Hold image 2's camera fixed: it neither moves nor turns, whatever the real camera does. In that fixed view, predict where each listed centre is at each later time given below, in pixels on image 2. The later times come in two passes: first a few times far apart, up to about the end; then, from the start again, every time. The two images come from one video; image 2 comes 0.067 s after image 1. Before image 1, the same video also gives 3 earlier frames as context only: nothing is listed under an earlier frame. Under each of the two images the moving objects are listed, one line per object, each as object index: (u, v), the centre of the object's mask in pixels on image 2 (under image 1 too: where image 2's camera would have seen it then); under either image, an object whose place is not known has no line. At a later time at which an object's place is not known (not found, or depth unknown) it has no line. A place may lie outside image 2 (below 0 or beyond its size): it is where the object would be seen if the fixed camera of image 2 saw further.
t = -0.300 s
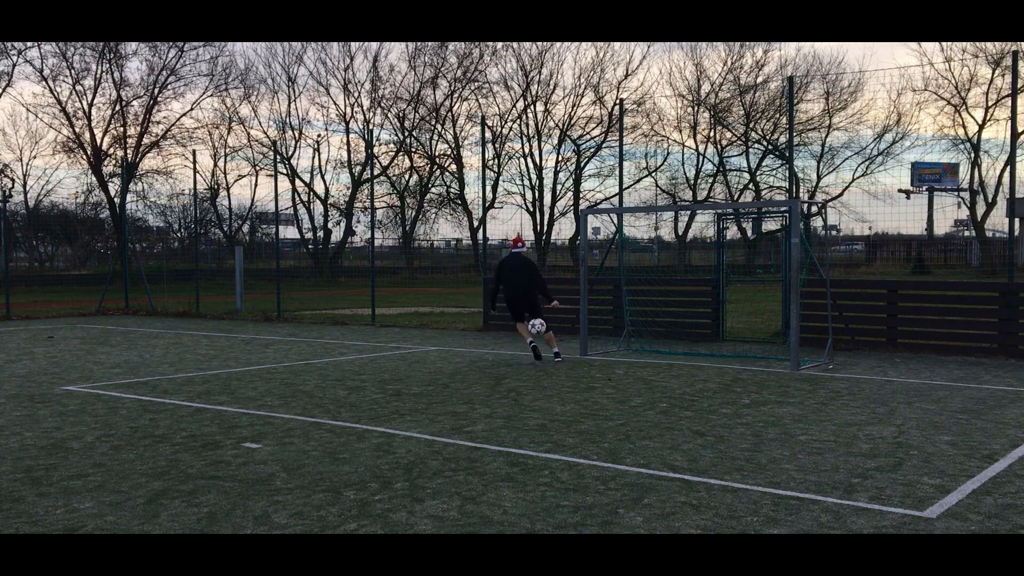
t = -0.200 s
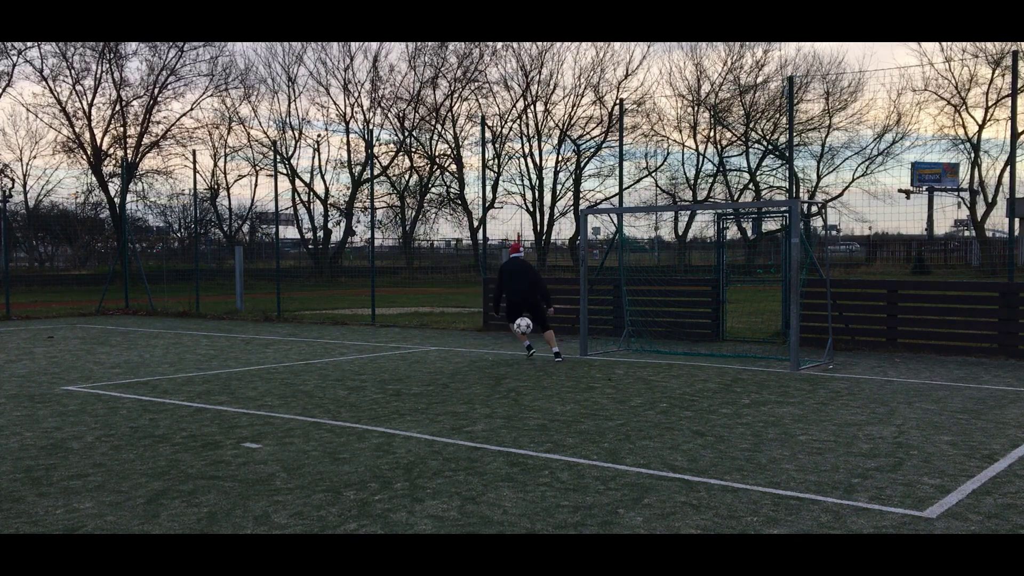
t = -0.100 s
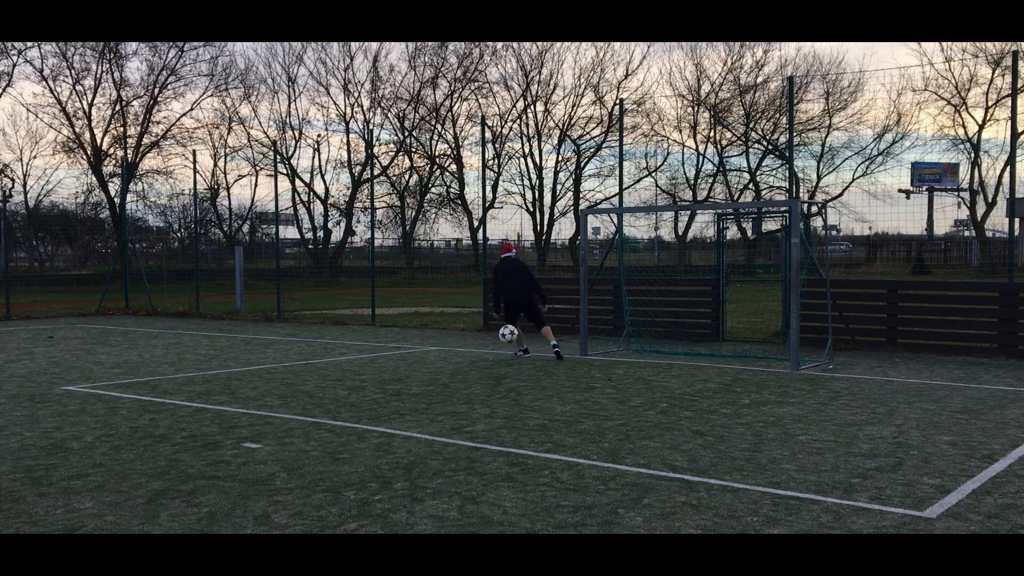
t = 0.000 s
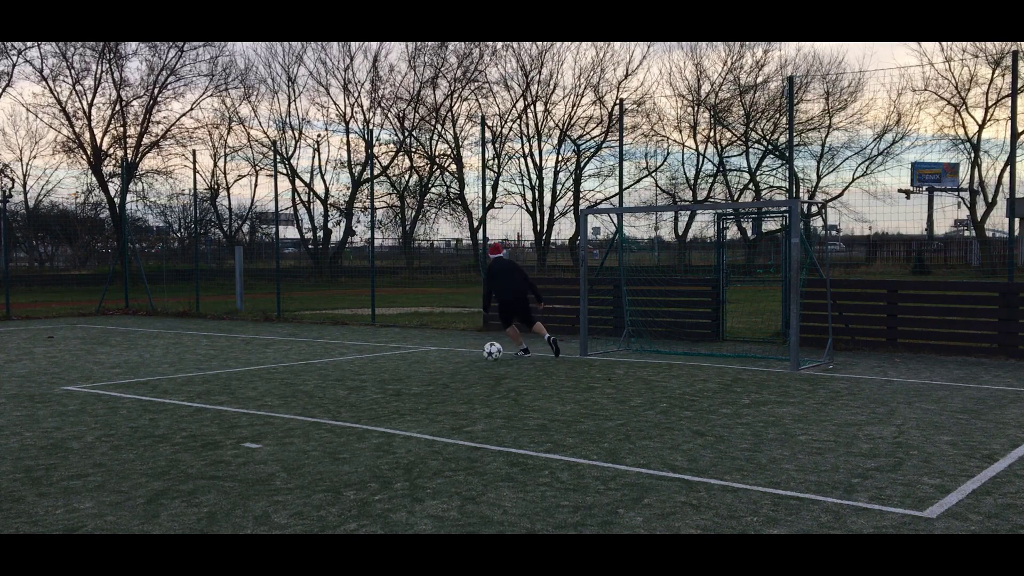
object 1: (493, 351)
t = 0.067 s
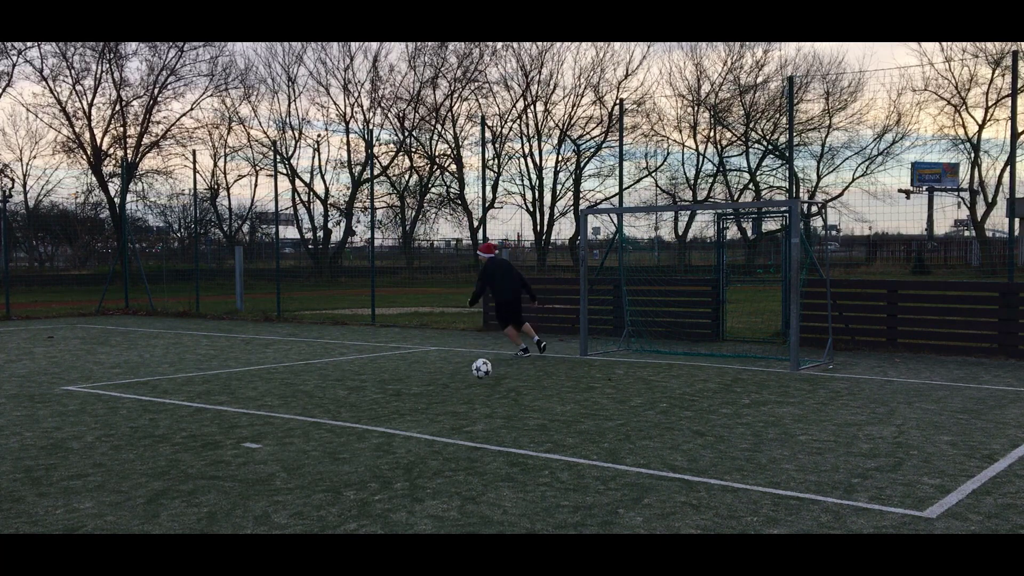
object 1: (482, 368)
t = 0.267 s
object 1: (448, 358)
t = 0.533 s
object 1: (394, 386)
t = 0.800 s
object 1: (329, 395)
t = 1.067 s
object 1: (248, 417)
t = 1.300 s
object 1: (162, 453)
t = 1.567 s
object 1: (38, 484)
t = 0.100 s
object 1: (476, 376)
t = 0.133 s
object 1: (471, 370)
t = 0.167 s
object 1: (465, 366)
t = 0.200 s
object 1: (459, 363)
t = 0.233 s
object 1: (454, 360)
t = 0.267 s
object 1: (448, 358)
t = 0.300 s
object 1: (441, 357)
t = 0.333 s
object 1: (435, 358)
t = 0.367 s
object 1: (429, 360)
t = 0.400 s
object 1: (422, 363)
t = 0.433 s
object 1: (415, 367)
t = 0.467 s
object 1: (408, 372)
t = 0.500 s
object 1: (402, 378)
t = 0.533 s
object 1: (394, 386)
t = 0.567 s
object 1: (387, 396)
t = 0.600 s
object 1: (380, 398)
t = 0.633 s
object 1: (371, 394)
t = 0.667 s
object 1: (363, 392)
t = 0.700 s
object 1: (355, 391)
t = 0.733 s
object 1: (347, 390)
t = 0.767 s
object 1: (338, 392)
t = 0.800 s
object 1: (329, 395)
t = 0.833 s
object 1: (320, 399)
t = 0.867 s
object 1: (310, 405)
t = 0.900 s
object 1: (301, 412)
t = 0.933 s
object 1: (290, 421)
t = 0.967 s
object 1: (280, 423)
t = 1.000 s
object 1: (270, 420)
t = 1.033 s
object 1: (259, 417)
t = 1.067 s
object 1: (248, 417)
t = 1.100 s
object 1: (237, 419)
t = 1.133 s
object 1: (226, 422)
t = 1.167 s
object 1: (214, 427)
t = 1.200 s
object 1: (202, 433)
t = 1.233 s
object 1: (189, 442)
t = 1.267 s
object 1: (176, 452)
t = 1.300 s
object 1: (162, 453)
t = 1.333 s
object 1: (148, 451)
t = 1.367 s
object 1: (134, 452)
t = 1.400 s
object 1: (120, 454)
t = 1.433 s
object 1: (104, 458)
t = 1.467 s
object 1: (89, 464)
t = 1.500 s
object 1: (72, 473)
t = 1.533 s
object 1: (55, 483)
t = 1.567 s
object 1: (38, 484)
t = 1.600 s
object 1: (21, 485)
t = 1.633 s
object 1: (10, 488)
